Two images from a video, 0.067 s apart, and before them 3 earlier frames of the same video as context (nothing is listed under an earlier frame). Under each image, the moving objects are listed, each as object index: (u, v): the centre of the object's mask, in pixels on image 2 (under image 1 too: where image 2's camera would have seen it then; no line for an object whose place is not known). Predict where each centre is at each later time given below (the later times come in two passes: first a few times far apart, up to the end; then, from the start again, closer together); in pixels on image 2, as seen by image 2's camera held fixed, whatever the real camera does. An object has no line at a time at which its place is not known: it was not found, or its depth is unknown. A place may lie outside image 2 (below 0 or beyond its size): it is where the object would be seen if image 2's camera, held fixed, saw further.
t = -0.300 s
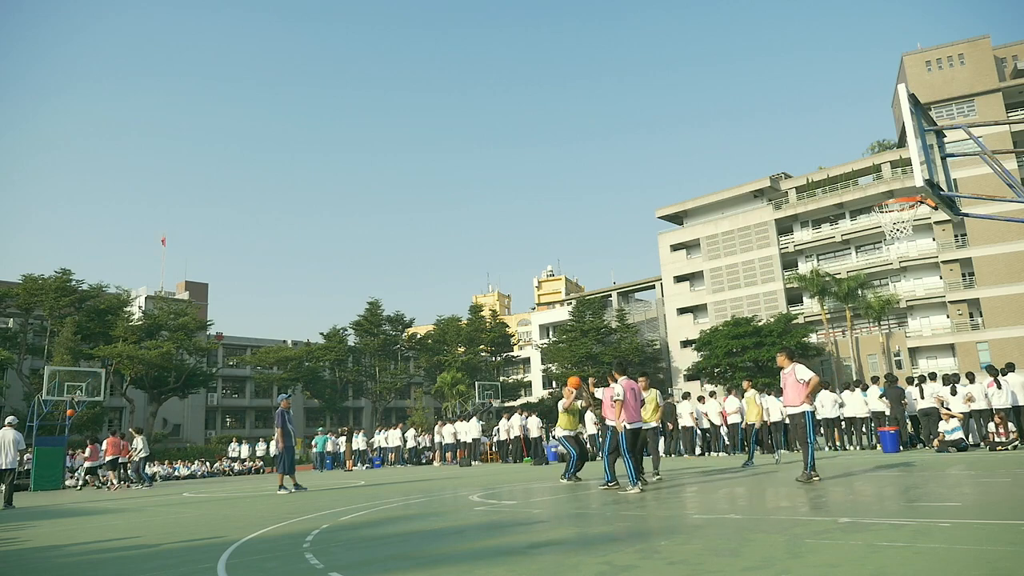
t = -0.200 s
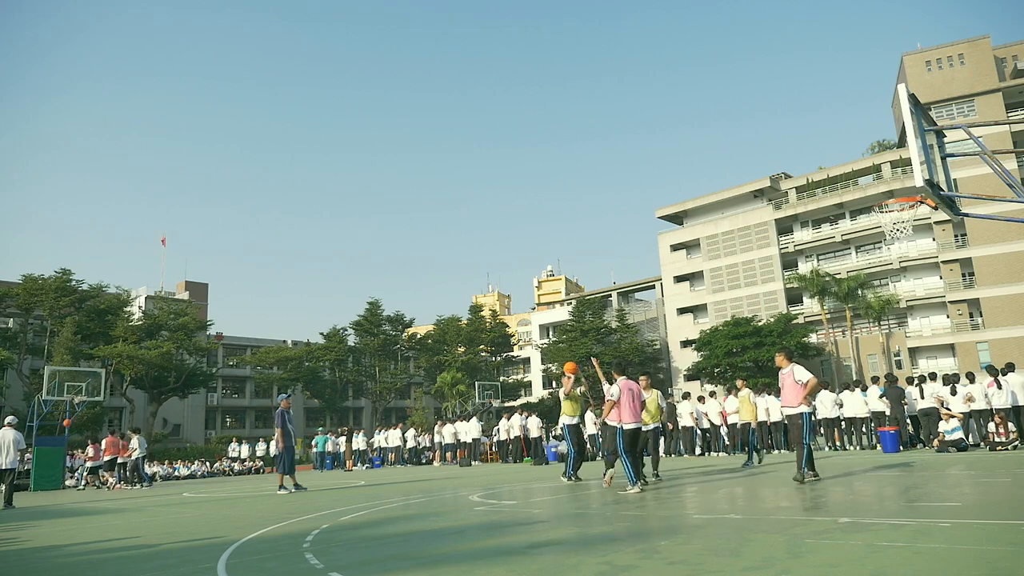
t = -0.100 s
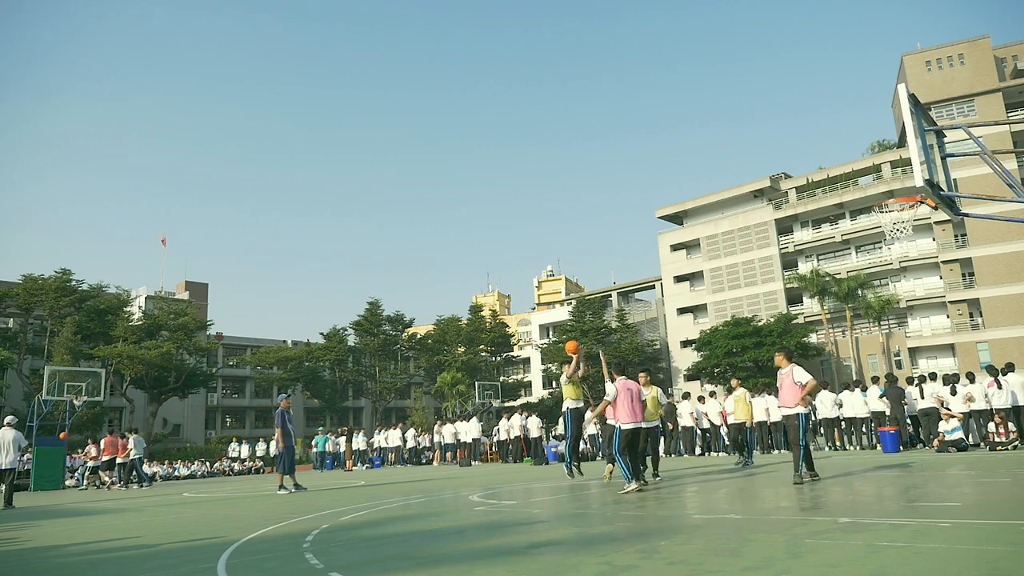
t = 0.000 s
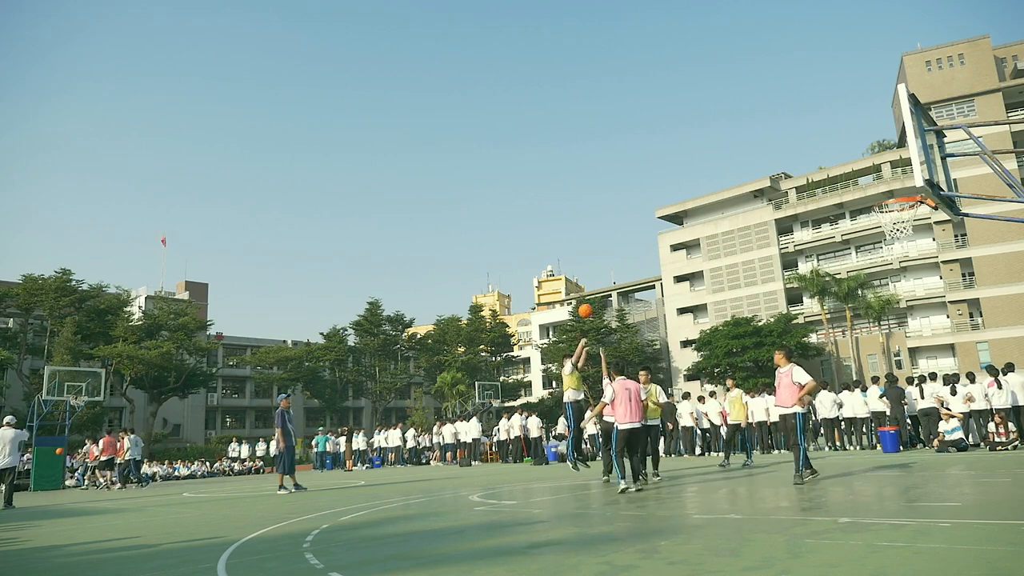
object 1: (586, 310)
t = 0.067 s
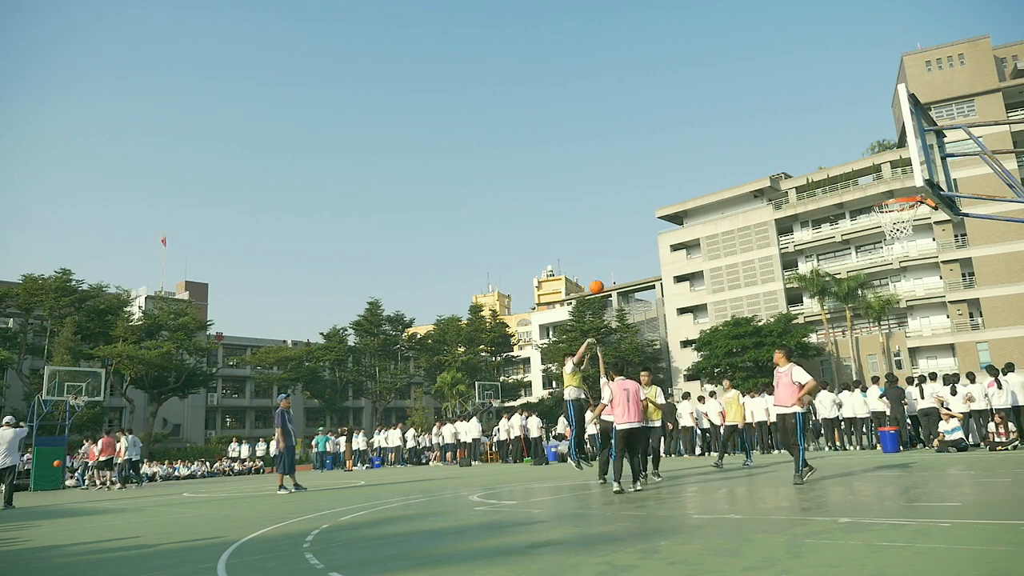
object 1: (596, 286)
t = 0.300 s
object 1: (640, 219)
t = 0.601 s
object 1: (709, 174)
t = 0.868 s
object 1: (789, 180)
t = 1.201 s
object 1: (931, 280)
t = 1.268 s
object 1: (967, 317)
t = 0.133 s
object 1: (608, 265)
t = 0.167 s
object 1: (614, 255)
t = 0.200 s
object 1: (620, 245)
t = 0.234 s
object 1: (626, 236)
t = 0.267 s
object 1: (633, 227)
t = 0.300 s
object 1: (640, 219)
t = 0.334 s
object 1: (647, 212)
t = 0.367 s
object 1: (654, 205)
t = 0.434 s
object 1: (668, 193)
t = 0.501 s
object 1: (684, 183)
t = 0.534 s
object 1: (692, 179)
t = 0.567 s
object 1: (700, 176)
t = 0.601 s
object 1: (709, 174)
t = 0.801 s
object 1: (766, 173)
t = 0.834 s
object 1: (778, 177)
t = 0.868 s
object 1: (789, 180)
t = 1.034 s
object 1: (852, 214)
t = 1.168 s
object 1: (913, 264)
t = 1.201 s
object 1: (931, 280)
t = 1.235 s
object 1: (948, 297)
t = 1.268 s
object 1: (967, 317)
